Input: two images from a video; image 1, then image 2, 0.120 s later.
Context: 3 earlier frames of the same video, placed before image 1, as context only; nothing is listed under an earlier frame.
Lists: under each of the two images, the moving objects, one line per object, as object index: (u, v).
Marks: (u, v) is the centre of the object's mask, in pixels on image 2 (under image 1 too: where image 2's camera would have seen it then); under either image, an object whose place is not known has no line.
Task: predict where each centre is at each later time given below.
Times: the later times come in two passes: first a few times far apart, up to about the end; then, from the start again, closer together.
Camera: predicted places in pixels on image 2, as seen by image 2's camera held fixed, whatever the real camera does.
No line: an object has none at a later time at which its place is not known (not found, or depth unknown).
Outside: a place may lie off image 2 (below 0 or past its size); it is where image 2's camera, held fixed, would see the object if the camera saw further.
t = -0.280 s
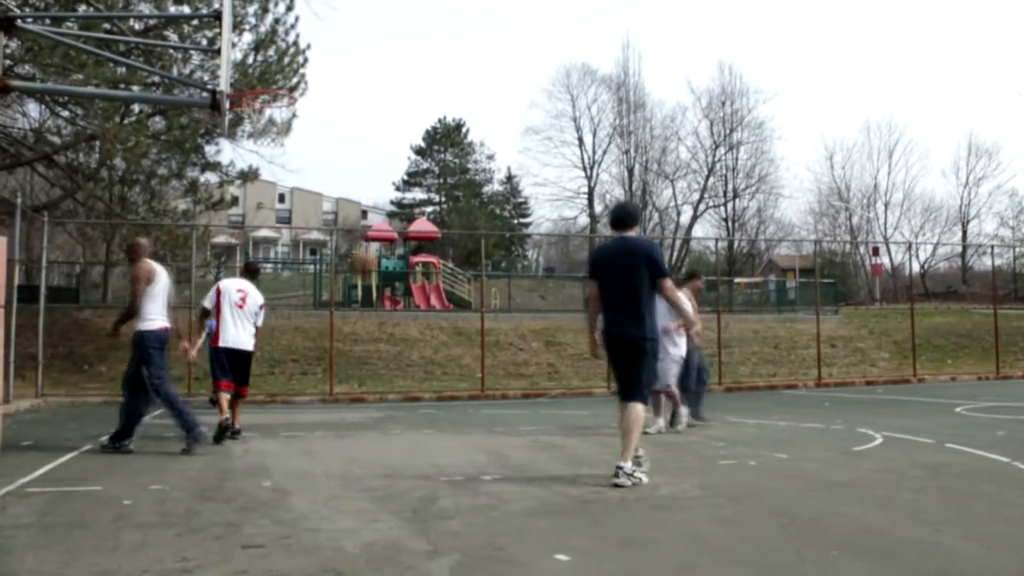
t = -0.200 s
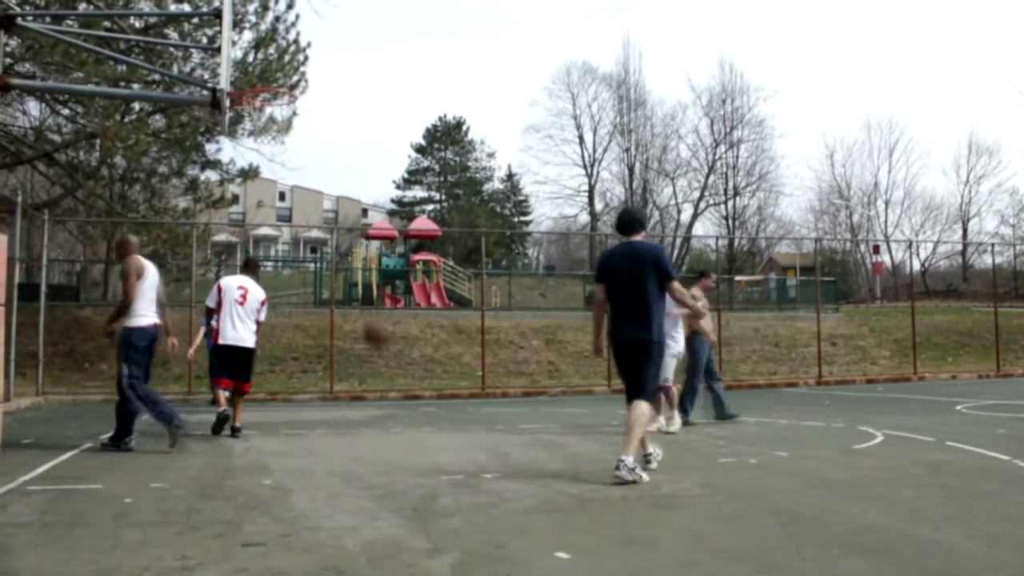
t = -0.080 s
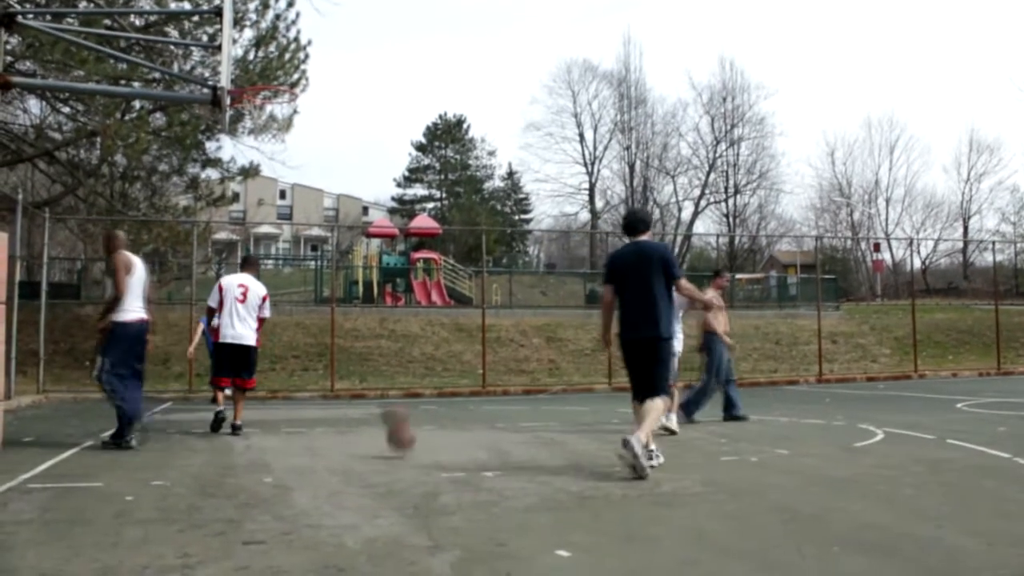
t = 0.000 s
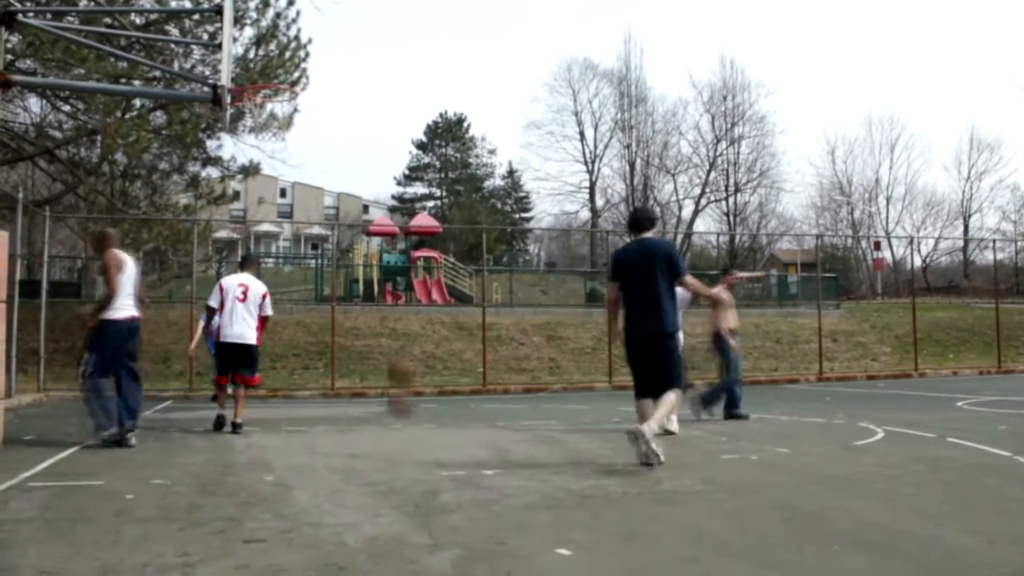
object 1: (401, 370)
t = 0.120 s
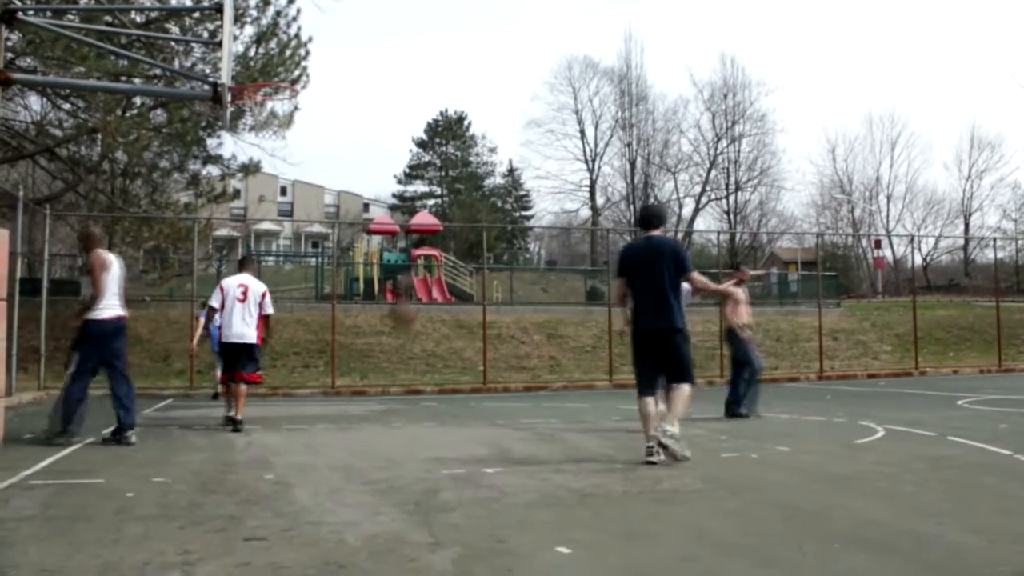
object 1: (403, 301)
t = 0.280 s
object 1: (404, 213)
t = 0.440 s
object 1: (408, 170)
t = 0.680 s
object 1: (413, 152)
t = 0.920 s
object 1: (418, 211)
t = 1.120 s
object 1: (419, 327)
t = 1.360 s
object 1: (430, 409)
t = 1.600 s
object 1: (443, 288)
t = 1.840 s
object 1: (458, 248)
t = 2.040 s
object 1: (470, 272)
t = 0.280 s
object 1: (404, 213)
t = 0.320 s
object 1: (406, 205)
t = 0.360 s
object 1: (407, 196)
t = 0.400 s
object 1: (408, 184)
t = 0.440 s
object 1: (408, 170)
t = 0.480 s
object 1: (409, 162)
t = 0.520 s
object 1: (410, 155)
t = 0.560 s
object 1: (411, 152)
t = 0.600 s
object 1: (412, 151)
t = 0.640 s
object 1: (412, 151)
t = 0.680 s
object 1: (413, 152)
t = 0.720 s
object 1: (414, 154)
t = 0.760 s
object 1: (414, 162)
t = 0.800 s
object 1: (415, 172)
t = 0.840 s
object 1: (416, 179)
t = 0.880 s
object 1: (417, 194)
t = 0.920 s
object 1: (418, 211)
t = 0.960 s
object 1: (419, 228)
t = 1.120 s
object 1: (419, 327)
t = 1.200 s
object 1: (422, 367)
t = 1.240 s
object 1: (426, 403)
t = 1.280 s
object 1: (428, 437)
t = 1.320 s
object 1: (429, 437)
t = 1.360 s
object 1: (430, 409)
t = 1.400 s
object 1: (431, 383)
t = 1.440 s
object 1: (434, 358)
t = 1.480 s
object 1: (435, 335)
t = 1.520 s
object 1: (439, 319)
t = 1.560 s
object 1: (441, 303)
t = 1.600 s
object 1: (443, 288)
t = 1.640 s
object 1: (446, 275)
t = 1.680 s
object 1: (448, 265)
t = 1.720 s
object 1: (452, 257)
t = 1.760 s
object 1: (454, 252)
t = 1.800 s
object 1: (456, 248)
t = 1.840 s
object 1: (458, 248)
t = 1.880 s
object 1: (461, 248)
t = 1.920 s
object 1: (462, 250)
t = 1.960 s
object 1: (467, 258)
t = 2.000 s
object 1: (468, 261)
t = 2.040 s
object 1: (470, 272)
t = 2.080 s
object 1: (479, 288)
